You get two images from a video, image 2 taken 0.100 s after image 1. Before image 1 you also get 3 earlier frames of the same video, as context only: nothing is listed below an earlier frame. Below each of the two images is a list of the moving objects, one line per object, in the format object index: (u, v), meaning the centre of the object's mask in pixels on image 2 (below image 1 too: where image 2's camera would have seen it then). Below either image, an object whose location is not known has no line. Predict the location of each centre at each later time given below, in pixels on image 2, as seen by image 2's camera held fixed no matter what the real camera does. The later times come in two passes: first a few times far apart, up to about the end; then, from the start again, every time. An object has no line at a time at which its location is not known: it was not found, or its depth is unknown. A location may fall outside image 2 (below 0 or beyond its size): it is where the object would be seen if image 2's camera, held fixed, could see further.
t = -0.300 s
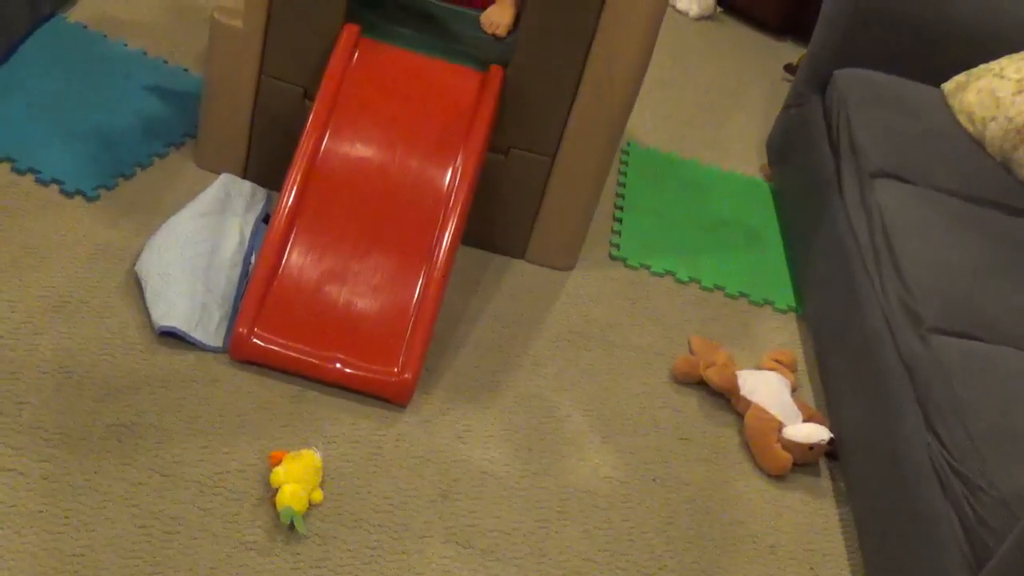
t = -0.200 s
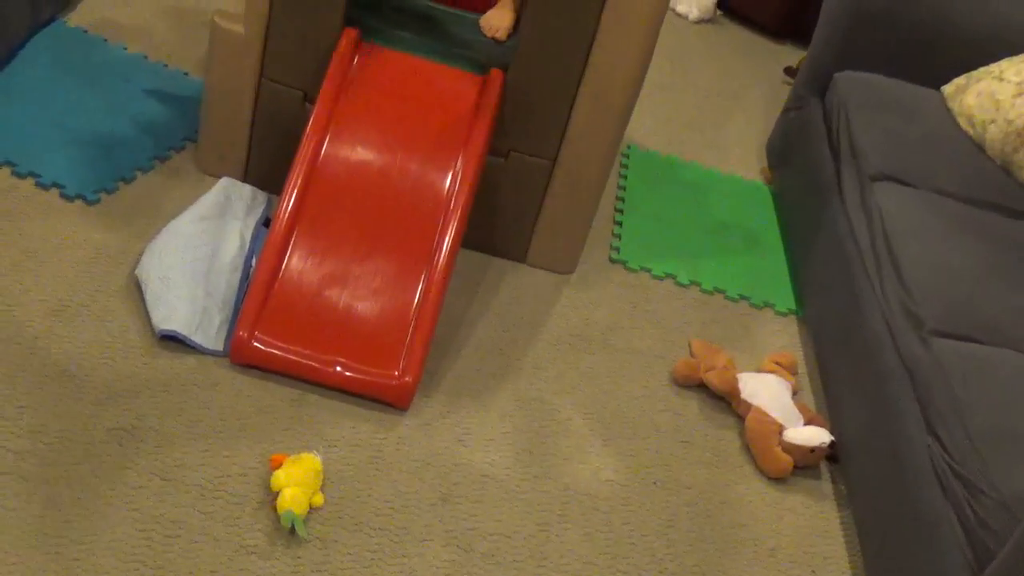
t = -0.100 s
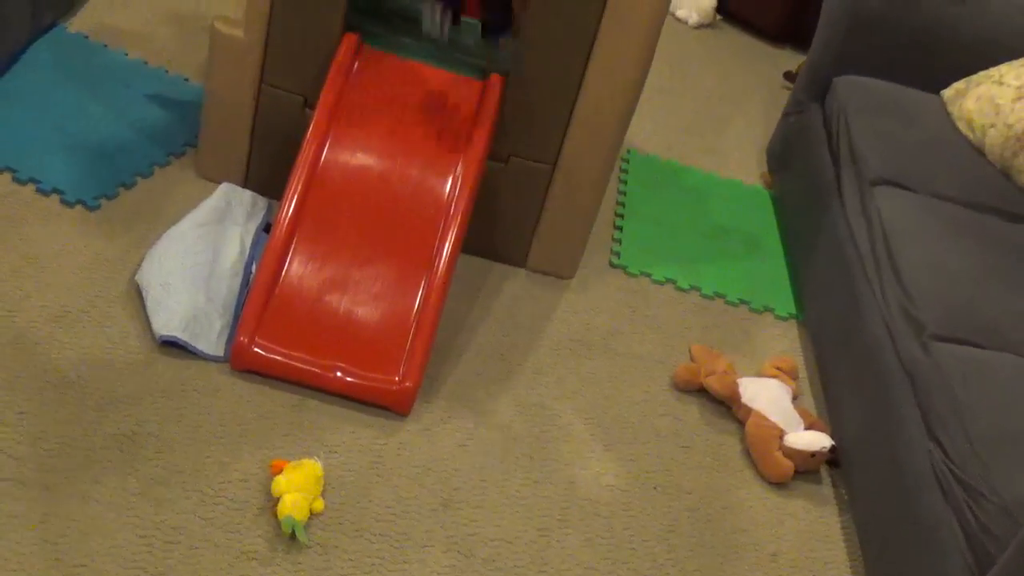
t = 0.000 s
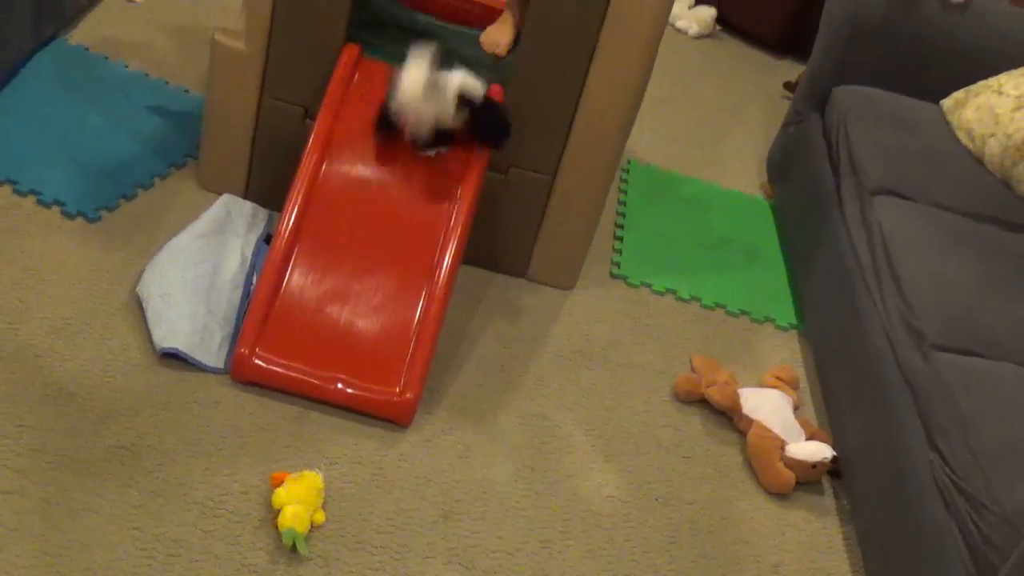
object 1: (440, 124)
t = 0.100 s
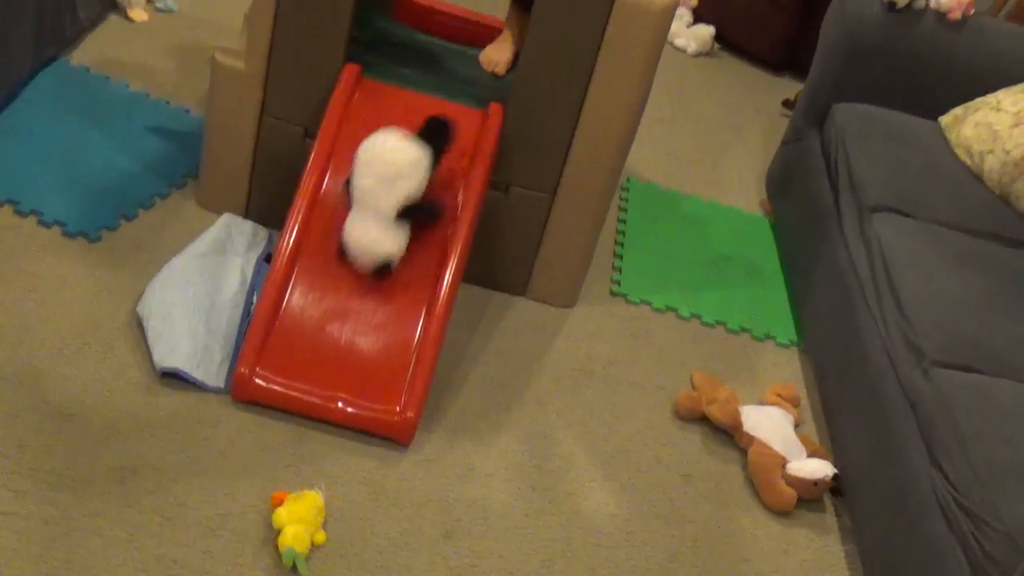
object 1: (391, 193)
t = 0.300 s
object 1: (275, 343)
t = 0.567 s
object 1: (208, 440)
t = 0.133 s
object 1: (376, 213)
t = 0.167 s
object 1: (360, 234)
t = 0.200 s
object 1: (341, 258)
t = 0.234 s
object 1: (320, 290)
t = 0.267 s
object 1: (303, 321)
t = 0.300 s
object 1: (275, 343)
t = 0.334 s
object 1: (257, 373)
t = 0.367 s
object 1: (229, 408)
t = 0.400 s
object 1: (198, 441)
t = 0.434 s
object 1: (202, 462)
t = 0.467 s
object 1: (200, 461)
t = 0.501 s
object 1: (197, 455)
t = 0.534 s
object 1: (209, 444)
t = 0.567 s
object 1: (208, 440)
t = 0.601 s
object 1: (206, 438)
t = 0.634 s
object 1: (203, 438)
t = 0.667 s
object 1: (203, 438)
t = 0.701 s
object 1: (205, 436)
